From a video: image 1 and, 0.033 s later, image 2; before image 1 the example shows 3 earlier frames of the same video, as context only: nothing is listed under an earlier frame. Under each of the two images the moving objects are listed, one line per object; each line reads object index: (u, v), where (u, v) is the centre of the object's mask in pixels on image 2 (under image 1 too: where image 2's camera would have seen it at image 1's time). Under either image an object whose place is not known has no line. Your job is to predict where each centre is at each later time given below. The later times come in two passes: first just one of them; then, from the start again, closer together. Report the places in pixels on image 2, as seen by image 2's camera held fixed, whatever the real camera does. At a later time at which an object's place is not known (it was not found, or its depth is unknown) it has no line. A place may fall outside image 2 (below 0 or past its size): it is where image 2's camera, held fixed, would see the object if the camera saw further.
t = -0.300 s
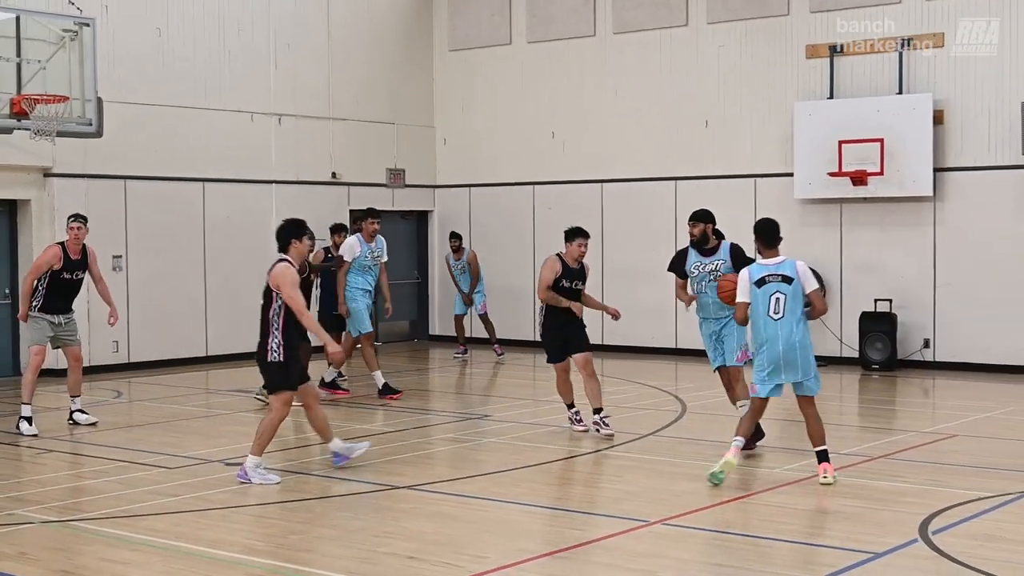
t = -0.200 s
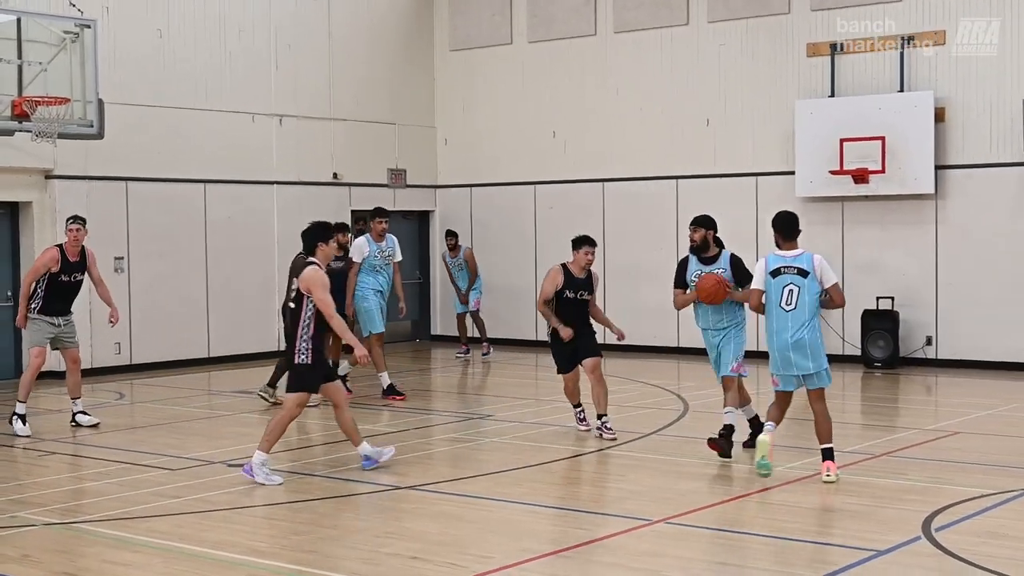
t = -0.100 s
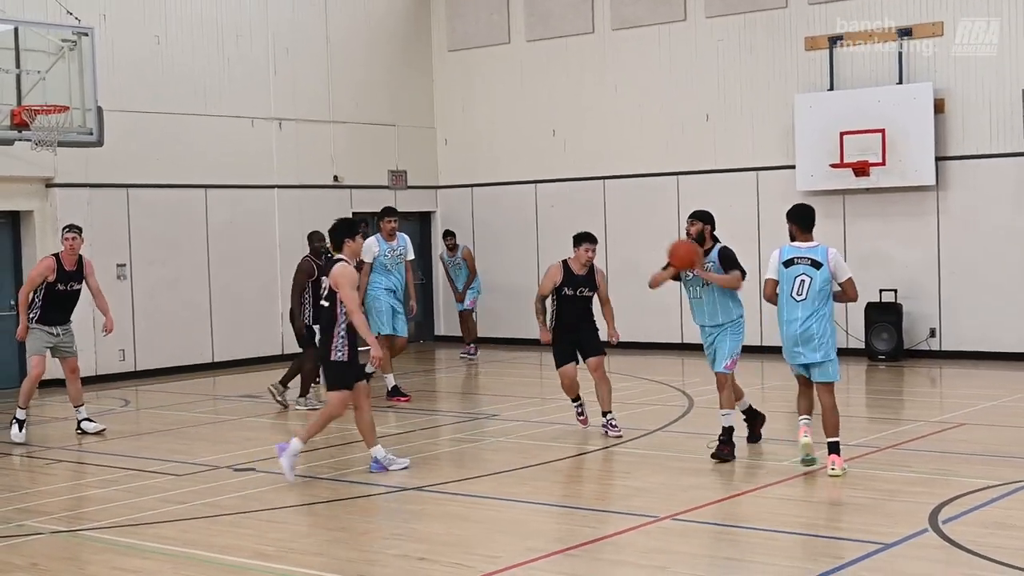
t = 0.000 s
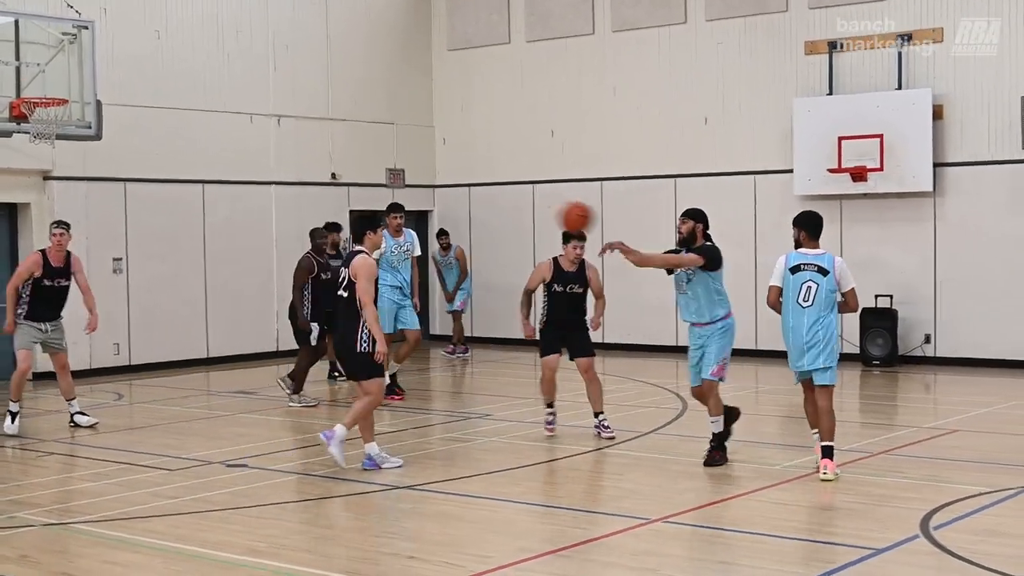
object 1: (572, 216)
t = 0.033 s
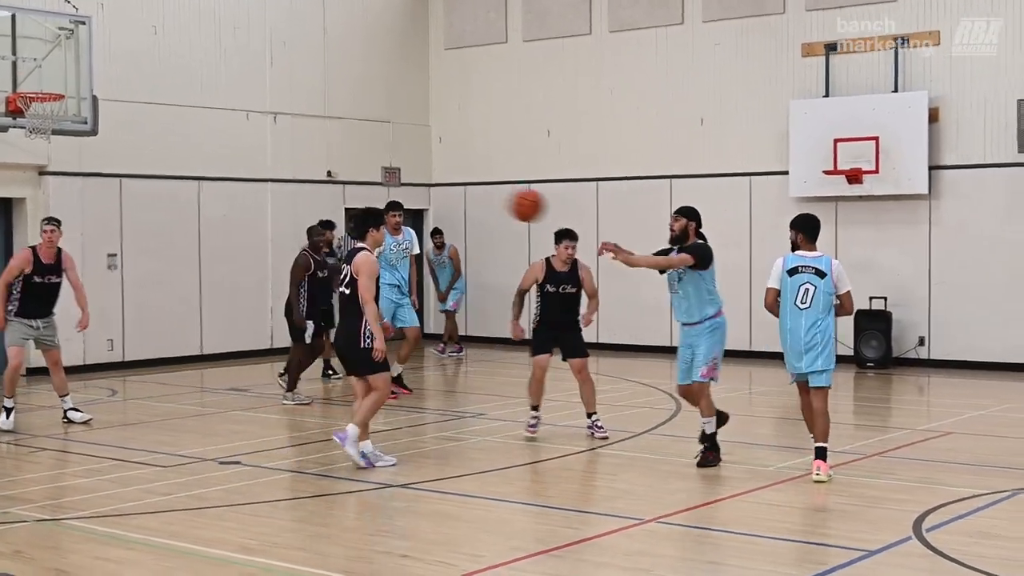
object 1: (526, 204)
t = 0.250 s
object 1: (205, 152)
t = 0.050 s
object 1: (503, 199)
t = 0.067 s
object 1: (480, 194)
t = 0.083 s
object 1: (457, 188)
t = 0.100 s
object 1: (433, 182)
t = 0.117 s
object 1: (411, 178)
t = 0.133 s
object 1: (386, 174)
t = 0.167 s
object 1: (335, 165)
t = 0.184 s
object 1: (309, 162)
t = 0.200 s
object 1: (283, 159)
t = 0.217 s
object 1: (257, 156)
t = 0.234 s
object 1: (230, 154)
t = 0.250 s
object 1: (205, 152)
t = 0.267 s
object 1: (179, 151)
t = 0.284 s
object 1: (152, 150)
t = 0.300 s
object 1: (127, 149)
